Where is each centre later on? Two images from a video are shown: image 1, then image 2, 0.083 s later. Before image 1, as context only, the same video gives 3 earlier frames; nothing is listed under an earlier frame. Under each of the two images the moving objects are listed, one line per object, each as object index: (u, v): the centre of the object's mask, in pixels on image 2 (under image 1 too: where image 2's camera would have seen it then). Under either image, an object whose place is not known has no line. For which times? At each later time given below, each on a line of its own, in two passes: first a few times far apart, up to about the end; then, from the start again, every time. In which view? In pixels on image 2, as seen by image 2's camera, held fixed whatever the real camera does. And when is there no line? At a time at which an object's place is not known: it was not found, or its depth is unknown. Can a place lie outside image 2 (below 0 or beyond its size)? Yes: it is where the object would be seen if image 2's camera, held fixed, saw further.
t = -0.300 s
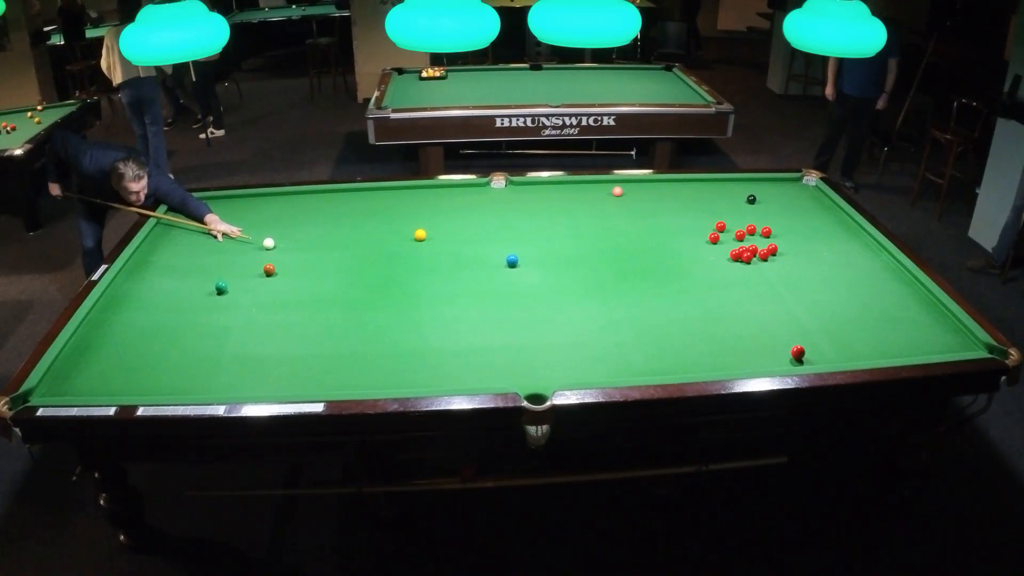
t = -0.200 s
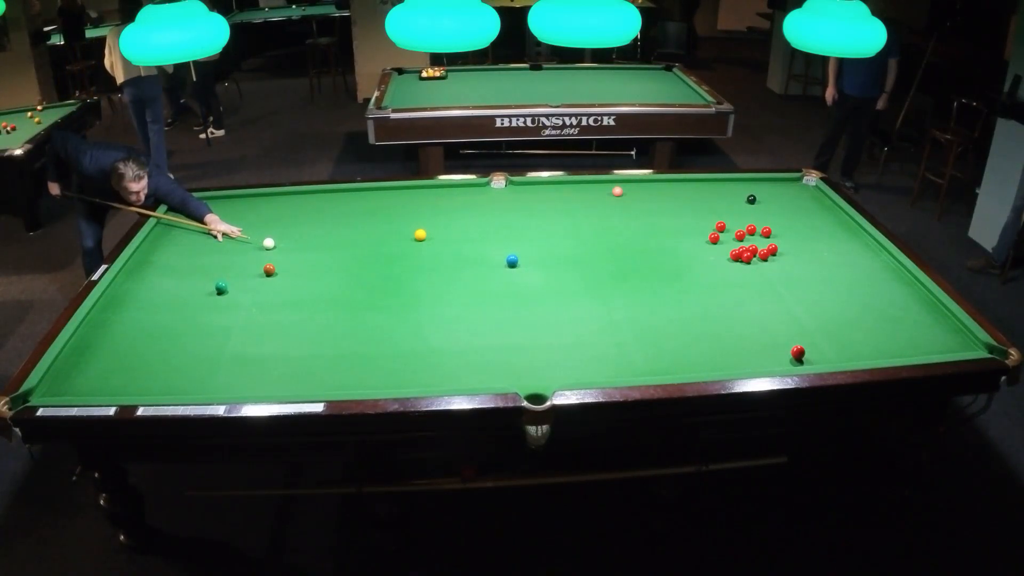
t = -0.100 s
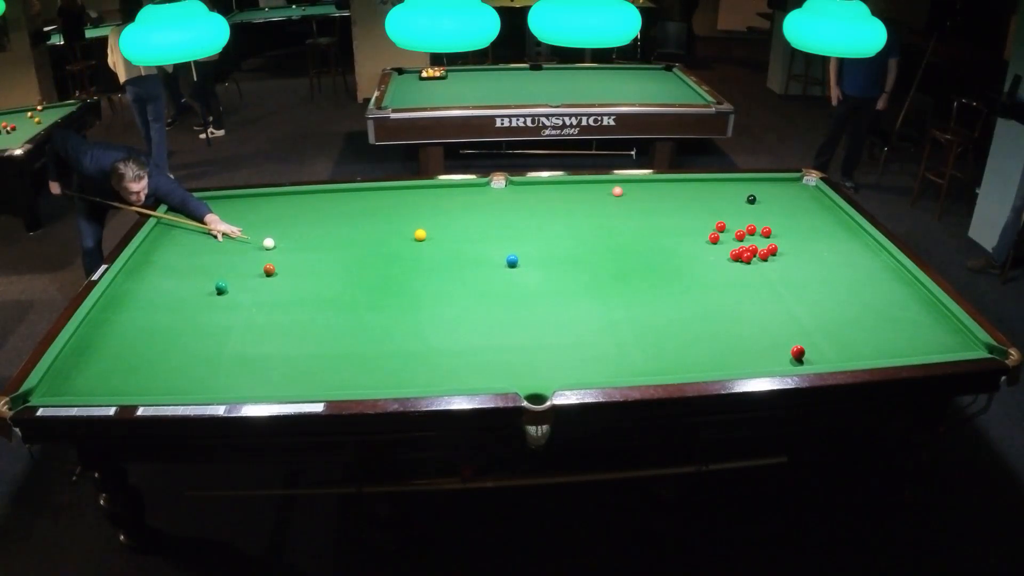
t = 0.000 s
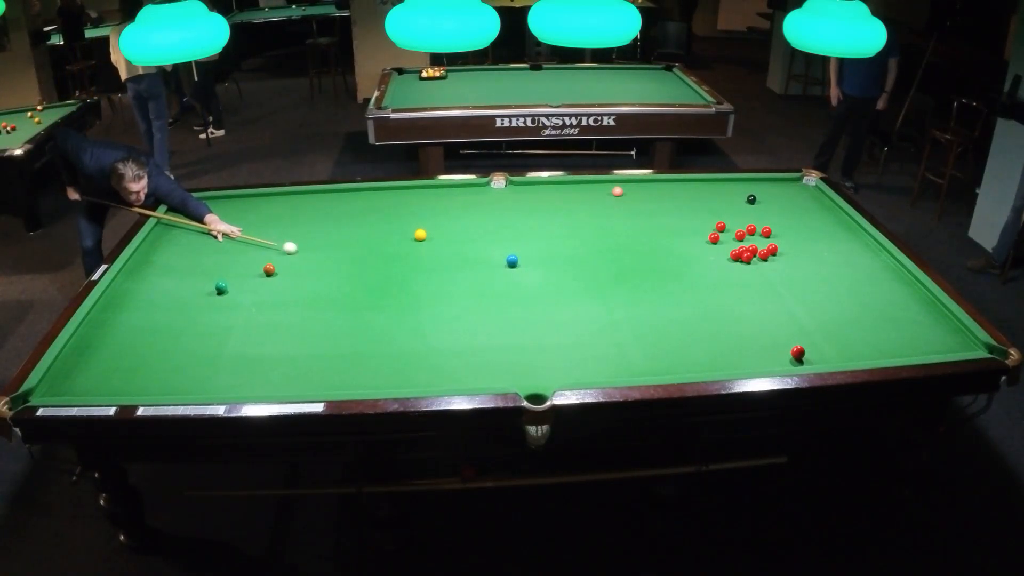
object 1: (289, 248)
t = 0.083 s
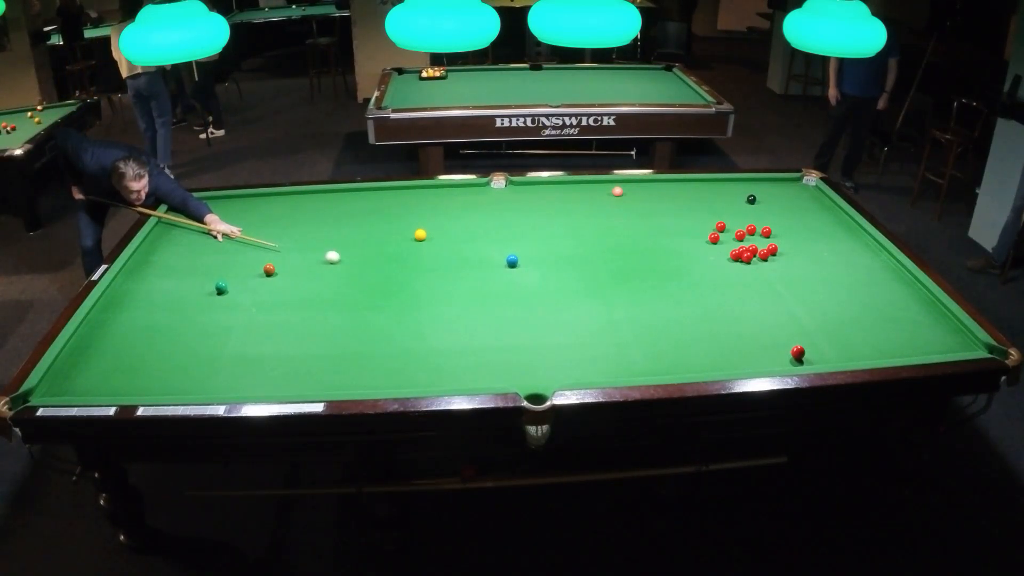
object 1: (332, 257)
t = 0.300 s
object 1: (447, 282)
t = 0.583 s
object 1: (623, 320)
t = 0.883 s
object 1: (792, 361)
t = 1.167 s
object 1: (789, 335)
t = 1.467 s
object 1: (789, 306)
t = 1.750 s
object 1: (789, 284)
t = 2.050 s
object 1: (788, 263)
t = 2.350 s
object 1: (788, 245)
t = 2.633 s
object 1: (788, 230)
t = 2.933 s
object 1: (787, 217)
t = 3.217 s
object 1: (787, 206)
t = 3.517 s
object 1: (787, 195)
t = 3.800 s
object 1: (787, 187)
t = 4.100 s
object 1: (788, 180)
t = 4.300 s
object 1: (795, 184)
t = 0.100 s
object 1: (341, 259)
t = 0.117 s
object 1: (349, 260)
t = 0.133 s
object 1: (357, 262)
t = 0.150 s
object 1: (366, 264)
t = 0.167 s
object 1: (374, 266)
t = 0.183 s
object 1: (383, 268)
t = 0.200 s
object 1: (392, 270)
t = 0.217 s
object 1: (401, 272)
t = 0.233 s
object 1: (410, 274)
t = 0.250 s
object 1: (419, 276)
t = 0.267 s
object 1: (428, 278)
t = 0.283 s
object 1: (438, 280)
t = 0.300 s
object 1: (447, 282)
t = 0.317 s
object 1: (457, 284)
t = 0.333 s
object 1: (467, 286)
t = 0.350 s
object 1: (477, 288)
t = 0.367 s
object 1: (486, 290)
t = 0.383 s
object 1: (496, 292)
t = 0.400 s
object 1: (506, 294)
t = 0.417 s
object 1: (516, 297)
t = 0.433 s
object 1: (527, 299)
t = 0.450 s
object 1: (537, 301)
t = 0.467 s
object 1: (548, 303)
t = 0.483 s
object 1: (558, 305)
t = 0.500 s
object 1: (569, 308)
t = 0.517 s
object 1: (580, 310)
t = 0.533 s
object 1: (590, 313)
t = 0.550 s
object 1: (601, 315)
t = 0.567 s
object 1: (612, 317)
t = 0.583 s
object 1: (623, 320)
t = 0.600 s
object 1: (634, 322)
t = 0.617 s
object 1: (646, 324)
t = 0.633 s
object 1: (657, 326)
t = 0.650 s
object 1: (668, 329)
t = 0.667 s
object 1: (680, 331)
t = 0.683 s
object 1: (691, 334)
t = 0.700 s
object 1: (702, 336)
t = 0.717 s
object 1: (713, 338)
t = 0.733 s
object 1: (725, 341)
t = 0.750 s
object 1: (736, 343)
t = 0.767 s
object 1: (748, 346)
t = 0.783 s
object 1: (759, 348)
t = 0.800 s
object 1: (771, 351)
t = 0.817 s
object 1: (783, 353)
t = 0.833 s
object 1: (786, 356)
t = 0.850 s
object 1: (787, 358)
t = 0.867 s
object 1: (789, 360)
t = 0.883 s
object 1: (792, 361)
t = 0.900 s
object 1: (794, 363)
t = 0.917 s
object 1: (793, 361)
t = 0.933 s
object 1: (791, 360)
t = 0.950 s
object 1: (790, 359)
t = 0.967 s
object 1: (789, 357)
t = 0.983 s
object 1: (789, 355)
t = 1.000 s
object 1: (789, 353)
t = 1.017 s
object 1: (789, 351)
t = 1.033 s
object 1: (789, 349)
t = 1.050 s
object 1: (789, 347)
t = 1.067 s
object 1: (789, 345)
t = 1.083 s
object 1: (789, 344)
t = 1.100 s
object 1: (789, 342)
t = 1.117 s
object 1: (789, 340)
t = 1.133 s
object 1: (789, 338)
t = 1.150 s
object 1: (789, 337)
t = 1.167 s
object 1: (789, 335)
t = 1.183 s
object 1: (789, 333)
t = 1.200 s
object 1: (789, 331)
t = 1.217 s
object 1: (789, 330)
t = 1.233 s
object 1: (789, 328)
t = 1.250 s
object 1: (789, 327)
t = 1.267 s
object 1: (789, 325)
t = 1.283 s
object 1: (789, 323)
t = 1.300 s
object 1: (789, 321)
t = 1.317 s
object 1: (789, 320)
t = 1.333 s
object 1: (789, 319)
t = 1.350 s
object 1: (789, 317)
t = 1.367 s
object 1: (789, 315)
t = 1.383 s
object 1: (789, 314)
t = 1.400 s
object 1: (789, 312)
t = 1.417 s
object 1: (789, 311)
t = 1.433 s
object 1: (789, 309)
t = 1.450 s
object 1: (789, 308)
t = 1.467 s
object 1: (789, 306)
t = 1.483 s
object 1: (789, 305)
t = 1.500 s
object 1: (789, 304)
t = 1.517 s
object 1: (789, 302)
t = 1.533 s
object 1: (789, 301)
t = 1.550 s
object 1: (789, 299)
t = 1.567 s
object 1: (789, 298)
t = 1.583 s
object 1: (789, 296)
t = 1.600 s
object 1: (789, 295)
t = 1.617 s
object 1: (789, 294)
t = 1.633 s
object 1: (789, 292)
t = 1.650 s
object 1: (789, 291)
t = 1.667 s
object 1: (789, 290)
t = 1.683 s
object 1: (789, 289)
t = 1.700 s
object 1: (789, 287)
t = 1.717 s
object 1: (789, 286)
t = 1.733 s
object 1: (789, 285)
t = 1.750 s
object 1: (789, 284)
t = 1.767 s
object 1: (789, 282)
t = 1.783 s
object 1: (789, 281)
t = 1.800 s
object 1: (789, 280)
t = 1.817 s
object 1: (789, 279)
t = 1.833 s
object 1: (789, 277)
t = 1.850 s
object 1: (789, 276)
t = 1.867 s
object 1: (789, 275)
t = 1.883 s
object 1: (789, 274)
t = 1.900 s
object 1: (789, 273)
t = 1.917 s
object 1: (789, 272)
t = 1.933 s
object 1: (789, 271)
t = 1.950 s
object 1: (789, 269)
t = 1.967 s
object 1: (789, 268)
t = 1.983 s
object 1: (789, 267)
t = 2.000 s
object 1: (789, 266)
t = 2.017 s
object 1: (788, 265)
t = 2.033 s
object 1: (788, 264)
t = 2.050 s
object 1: (788, 263)
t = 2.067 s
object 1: (788, 262)
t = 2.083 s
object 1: (788, 261)
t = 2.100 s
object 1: (788, 260)
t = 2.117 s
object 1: (788, 259)
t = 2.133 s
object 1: (788, 258)
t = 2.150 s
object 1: (788, 257)
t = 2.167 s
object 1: (788, 256)
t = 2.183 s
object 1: (788, 254)
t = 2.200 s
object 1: (788, 253)
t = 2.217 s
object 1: (788, 253)
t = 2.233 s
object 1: (789, 252)
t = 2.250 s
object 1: (788, 251)
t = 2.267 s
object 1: (788, 250)
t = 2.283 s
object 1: (788, 249)
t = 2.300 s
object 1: (788, 248)
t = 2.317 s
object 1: (788, 247)
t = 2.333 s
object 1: (788, 246)
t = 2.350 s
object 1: (788, 245)
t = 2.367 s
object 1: (788, 244)
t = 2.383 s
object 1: (788, 243)
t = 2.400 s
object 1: (788, 242)
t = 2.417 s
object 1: (788, 241)
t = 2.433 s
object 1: (788, 241)
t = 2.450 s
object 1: (788, 239)
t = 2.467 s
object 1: (788, 239)
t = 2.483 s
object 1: (788, 238)
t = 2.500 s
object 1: (788, 237)
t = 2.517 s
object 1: (788, 236)
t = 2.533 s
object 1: (788, 235)
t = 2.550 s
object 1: (788, 235)
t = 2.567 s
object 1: (788, 234)
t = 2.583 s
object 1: (788, 233)
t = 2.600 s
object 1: (788, 232)
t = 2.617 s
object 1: (788, 231)
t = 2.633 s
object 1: (788, 230)
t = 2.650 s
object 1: (788, 230)
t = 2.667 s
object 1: (787, 229)
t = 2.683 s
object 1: (787, 228)
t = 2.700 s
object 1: (787, 227)
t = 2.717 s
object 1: (787, 227)
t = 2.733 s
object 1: (787, 226)
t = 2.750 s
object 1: (788, 225)
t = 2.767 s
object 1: (787, 224)
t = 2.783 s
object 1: (787, 224)
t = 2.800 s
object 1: (787, 223)
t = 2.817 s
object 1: (788, 222)
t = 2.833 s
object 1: (787, 221)
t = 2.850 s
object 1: (787, 221)
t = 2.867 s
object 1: (787, 220)
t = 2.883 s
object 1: (787, 219)
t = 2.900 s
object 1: (787, 218)
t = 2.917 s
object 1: (787, 218)
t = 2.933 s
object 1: (787, 217)
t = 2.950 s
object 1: (787, 216)
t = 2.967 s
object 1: (787, 216)
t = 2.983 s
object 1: (787, 215)
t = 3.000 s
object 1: (787, 214)
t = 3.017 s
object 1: (787, 214)
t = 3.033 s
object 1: (787, 213)
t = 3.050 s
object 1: (787, 212)
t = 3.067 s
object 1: (787, 212)
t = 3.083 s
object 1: (787, 211)
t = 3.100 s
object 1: (787, 210)
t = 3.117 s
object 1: (787, 210)
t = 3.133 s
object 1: (787, 209)
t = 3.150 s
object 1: (787, 208)
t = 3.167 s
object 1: (787, 208)
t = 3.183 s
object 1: (787, 207)
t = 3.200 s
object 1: (787, 206)
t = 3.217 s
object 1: (787, 206)
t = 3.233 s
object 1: (787, 205)
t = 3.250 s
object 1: (787, 205)
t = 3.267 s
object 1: (787, 204)
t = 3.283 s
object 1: (787, 203)
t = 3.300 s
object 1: (787, 203)
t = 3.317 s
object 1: (787, 202)
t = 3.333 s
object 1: (787, 202)
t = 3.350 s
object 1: (787, 201)
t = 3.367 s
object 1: (787, 200)
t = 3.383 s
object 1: (787, 200)
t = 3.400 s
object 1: (787, 199)
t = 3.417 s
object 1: (787, 199)
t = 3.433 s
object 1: (787, 198)
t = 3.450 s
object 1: (787, 198)
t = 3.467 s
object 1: (787, 197)
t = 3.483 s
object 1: (787, 197)
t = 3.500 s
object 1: (787, 196)
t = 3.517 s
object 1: (787, 195)
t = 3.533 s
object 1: (787, 195)
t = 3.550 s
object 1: (787, 194)
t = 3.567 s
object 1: (787, 194)
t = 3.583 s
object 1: (787, 193)
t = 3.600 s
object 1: (787, 193)
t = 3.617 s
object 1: (787, 192)
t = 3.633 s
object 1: (787, 192)
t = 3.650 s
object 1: (787, 191)
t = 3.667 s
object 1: (787, 191)
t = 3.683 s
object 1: (787, 190)
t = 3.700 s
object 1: (787, 190)
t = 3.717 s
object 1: (787, 189)
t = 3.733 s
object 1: (787, 189)
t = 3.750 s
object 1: (787, 188)
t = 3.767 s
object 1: (787, 188)
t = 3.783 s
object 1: (787, 187)
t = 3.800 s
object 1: (787, 187)
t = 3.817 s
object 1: (787, 186)
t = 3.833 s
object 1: (787, 186)
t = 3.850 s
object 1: (787, 186)
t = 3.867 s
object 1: (787, 185)
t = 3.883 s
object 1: (787, 185)
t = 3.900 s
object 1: (787, 184)
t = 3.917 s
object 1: (787, 183)
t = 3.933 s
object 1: (787, 183)
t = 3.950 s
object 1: (787, 183)
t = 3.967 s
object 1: (787, 182)
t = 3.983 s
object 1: (787, 182)
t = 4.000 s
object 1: (787, 182)
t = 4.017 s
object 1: (787, 181)
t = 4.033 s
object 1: (787, 181)
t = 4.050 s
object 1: (787, 180)
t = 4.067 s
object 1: (787, 180)
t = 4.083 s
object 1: (788, 180)
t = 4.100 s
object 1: (788, 180)
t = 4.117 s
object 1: (789, 181)
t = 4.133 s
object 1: (789, 181)
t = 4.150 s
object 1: (790, 181)
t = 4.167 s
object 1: (791, 181)
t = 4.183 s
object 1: (791, 182)
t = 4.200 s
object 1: (792, 182)
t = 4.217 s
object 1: (792, 182)
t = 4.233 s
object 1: (793, 183)
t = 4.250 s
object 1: (793, 183)
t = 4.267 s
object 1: (794, 183)
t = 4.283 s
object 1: (795, 183)
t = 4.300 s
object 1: (795, 184)
